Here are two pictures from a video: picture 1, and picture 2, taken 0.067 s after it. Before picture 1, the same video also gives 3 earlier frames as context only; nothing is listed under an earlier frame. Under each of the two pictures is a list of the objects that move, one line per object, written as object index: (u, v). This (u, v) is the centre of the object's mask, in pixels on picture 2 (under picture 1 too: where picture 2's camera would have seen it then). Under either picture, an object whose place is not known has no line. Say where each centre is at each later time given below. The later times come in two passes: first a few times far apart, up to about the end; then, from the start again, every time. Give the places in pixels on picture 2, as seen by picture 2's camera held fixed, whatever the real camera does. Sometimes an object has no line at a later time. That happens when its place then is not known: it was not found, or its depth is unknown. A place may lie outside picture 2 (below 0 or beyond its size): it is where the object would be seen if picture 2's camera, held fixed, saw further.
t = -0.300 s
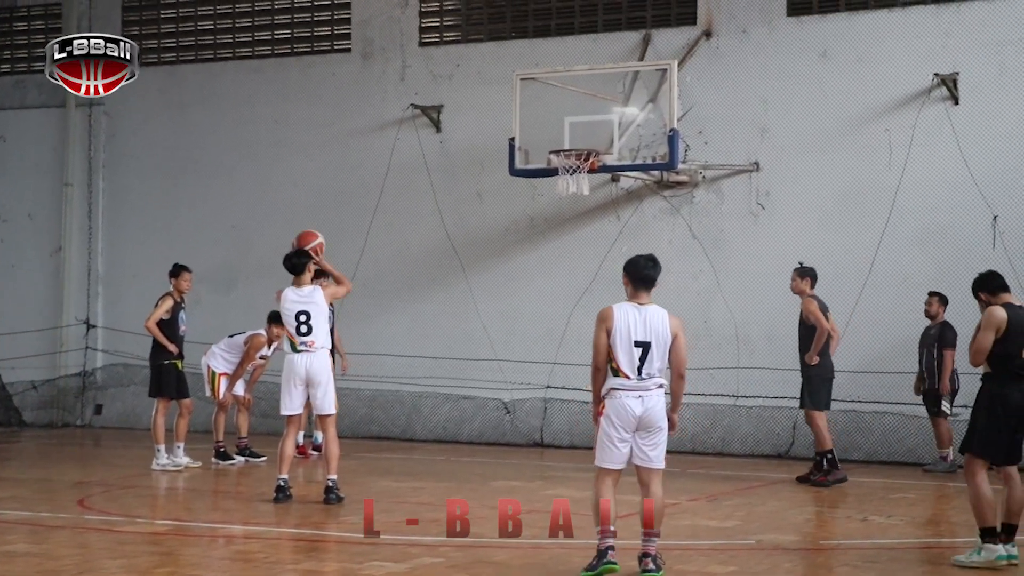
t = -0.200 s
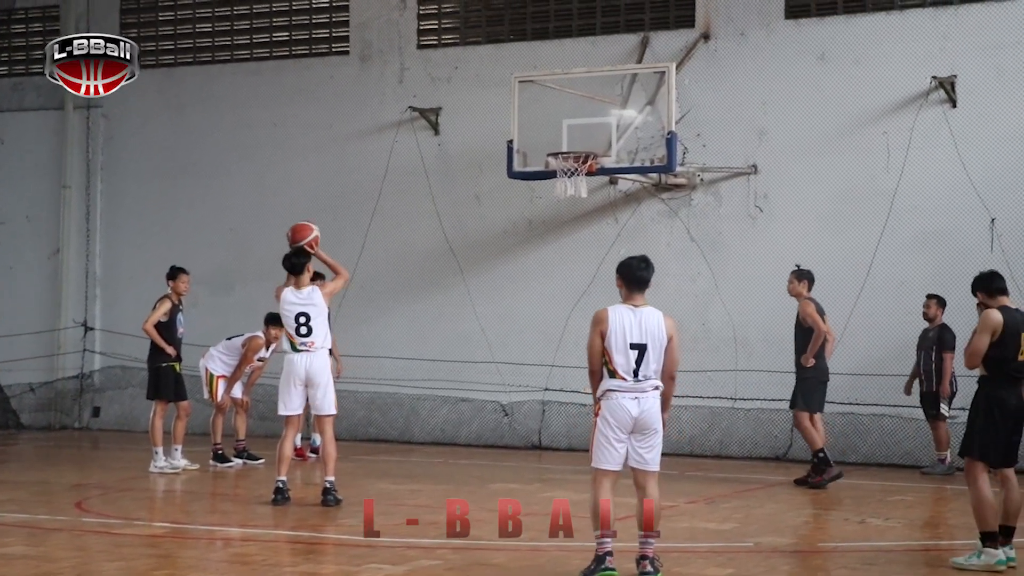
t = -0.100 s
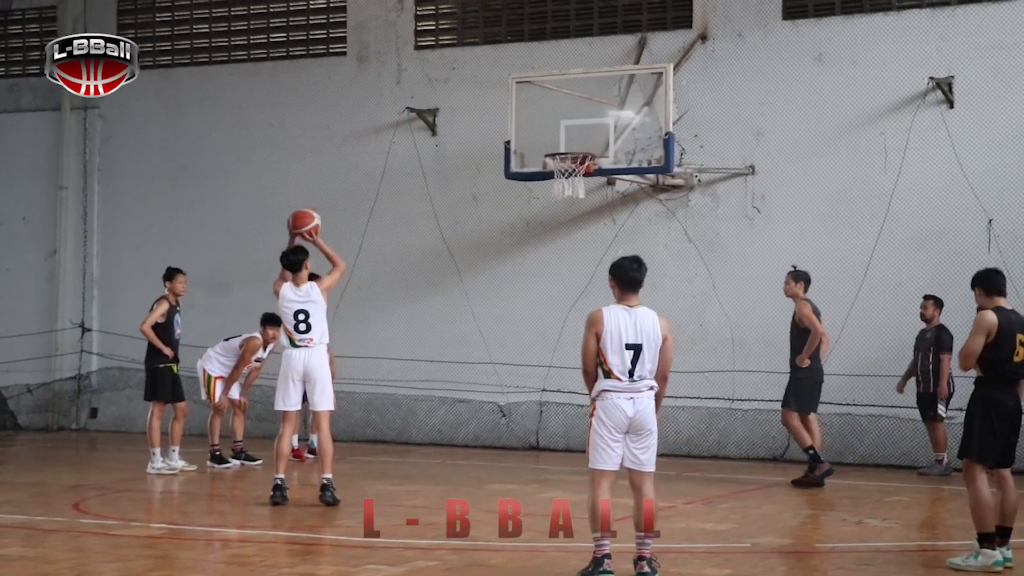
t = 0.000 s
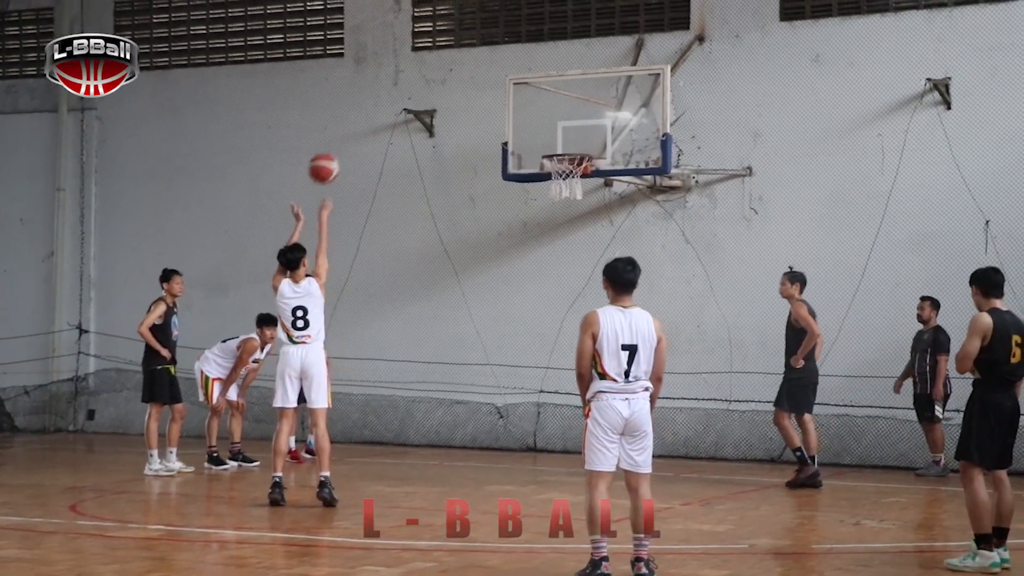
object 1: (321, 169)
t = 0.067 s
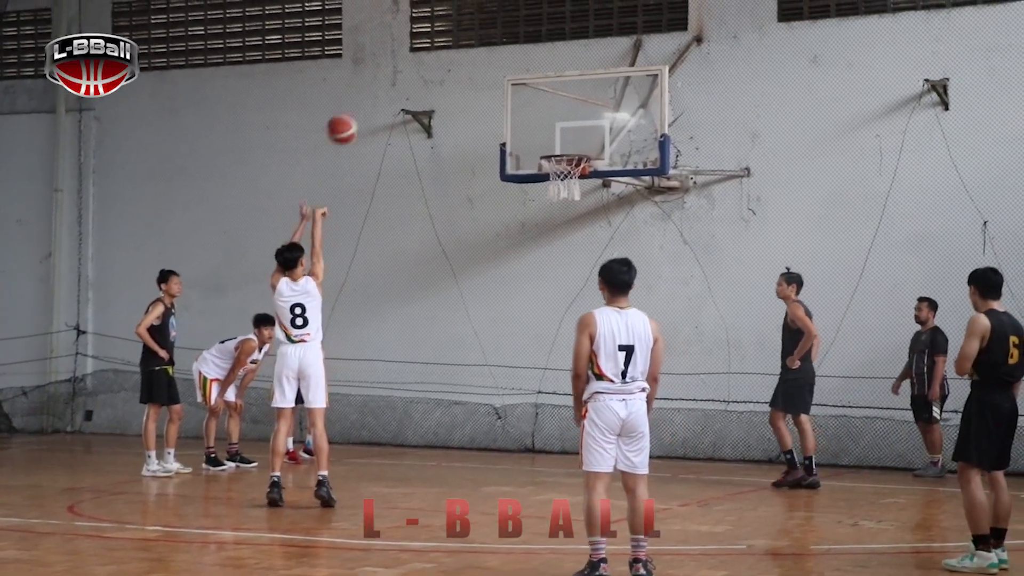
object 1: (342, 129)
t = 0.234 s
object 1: (389, 55)
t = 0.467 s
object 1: (446, 14)
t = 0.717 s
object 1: (501, 36)
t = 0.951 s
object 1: (546, 112)
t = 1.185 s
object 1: (576, 219)
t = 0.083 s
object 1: (347, 119)
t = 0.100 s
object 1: (352, 111)
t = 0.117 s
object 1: (356, 102)
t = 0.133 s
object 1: (361, 94)
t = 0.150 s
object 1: (365, 88)
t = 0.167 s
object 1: (371, 81)
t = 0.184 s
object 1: (376, 74)
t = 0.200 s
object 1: (380, 67)
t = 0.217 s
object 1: (384, 61)
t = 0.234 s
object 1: (389, 55)
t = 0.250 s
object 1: (393, 51)
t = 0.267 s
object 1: (397, 46)
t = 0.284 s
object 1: (402, 42)
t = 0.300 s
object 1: (406, 37)
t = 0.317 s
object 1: (410, 33)
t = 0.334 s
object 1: (414, 30)
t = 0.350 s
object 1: (419, 26)
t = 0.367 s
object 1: (423, 24)
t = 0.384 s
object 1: (426, 22)
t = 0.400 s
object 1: (431, 19)
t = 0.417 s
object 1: (434, 18)
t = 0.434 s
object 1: (439, 15)
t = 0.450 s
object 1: (443, 15)
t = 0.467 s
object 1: (446, 14)
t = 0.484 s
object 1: (450, 13)
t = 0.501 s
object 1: (454, 13)
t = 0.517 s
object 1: (458, 13)
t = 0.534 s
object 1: (462, 14)
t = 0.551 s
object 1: (466, 13)
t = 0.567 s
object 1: (469, 15)
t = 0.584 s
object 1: (472, 16)
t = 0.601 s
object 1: (476, 18)
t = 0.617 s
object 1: (480, 19)
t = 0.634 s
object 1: (483, 22)
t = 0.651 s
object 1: (487, 24)
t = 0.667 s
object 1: (490, 27)
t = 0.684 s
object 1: (493, 30)
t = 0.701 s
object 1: (497, 33)
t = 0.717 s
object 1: (501, 36)
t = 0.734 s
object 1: (504, 40)
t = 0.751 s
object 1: (508, 44)
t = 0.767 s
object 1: (511, 48)
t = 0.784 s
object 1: (514, 52)
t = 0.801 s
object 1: (517, 58)
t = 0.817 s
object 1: (520, 63)
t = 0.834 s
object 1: (524, 68)
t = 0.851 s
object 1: (527, 73)
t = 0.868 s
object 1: (530, 79)
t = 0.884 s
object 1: (533, 85)
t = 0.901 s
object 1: (537, 92)
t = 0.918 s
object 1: (540, 98)
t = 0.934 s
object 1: (543, 105)
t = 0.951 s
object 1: (546, 112)
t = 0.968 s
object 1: (549, 119)
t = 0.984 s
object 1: (551, 126)
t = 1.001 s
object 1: (554, 134)
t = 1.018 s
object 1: (558, 141)
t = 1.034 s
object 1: (560, 147)
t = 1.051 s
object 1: (561, 153)
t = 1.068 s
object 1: (564, 162)
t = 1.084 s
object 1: (569, 175)
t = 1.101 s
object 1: (570, 180)
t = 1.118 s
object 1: (570, 186)
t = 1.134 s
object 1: (571, 195)
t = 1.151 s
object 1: (574, 201)
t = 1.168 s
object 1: (574, 210)
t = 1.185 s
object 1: (576, 219)
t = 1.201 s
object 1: (577, 228)
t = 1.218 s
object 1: (578, 236)
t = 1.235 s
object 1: (579, 246)
